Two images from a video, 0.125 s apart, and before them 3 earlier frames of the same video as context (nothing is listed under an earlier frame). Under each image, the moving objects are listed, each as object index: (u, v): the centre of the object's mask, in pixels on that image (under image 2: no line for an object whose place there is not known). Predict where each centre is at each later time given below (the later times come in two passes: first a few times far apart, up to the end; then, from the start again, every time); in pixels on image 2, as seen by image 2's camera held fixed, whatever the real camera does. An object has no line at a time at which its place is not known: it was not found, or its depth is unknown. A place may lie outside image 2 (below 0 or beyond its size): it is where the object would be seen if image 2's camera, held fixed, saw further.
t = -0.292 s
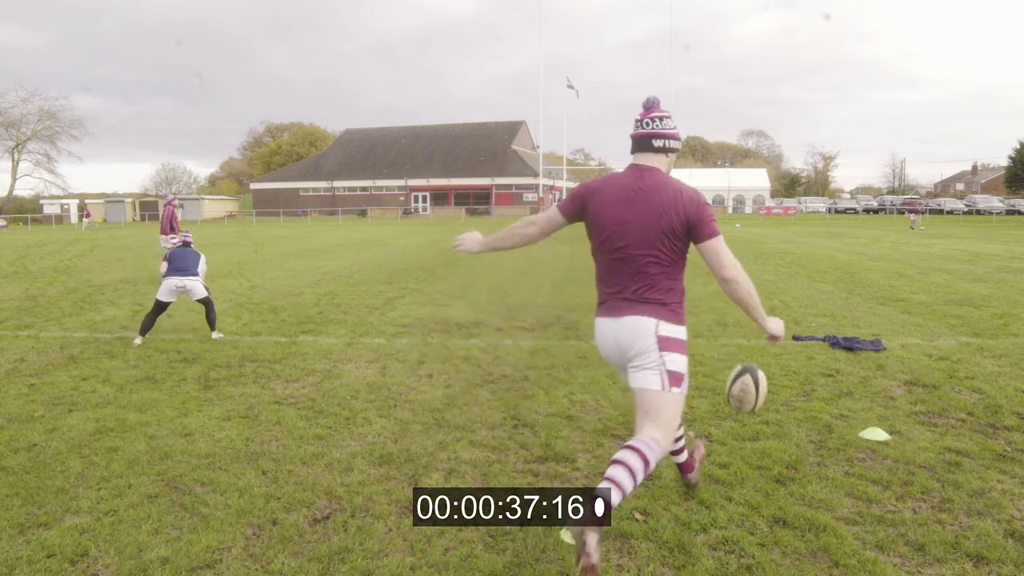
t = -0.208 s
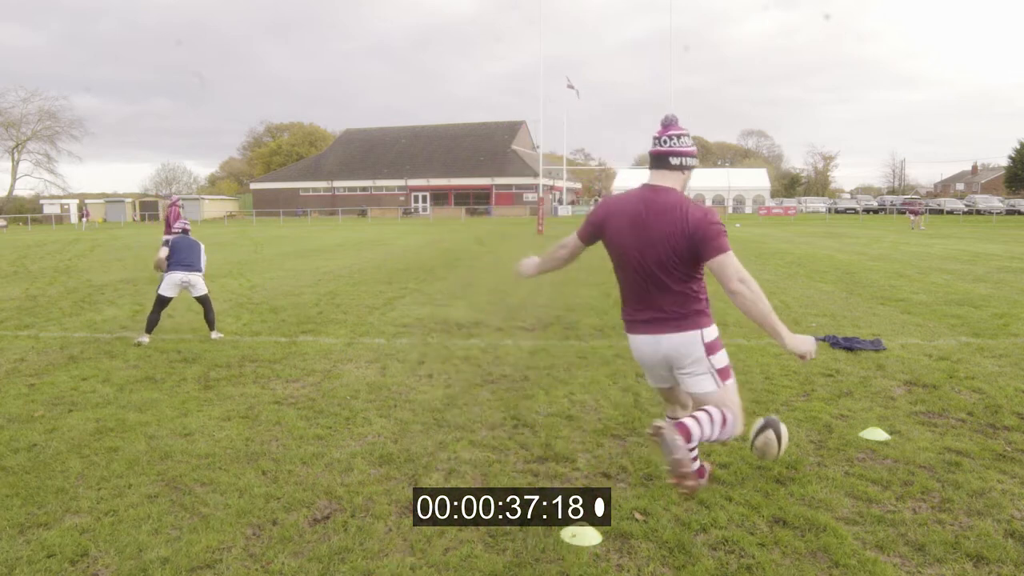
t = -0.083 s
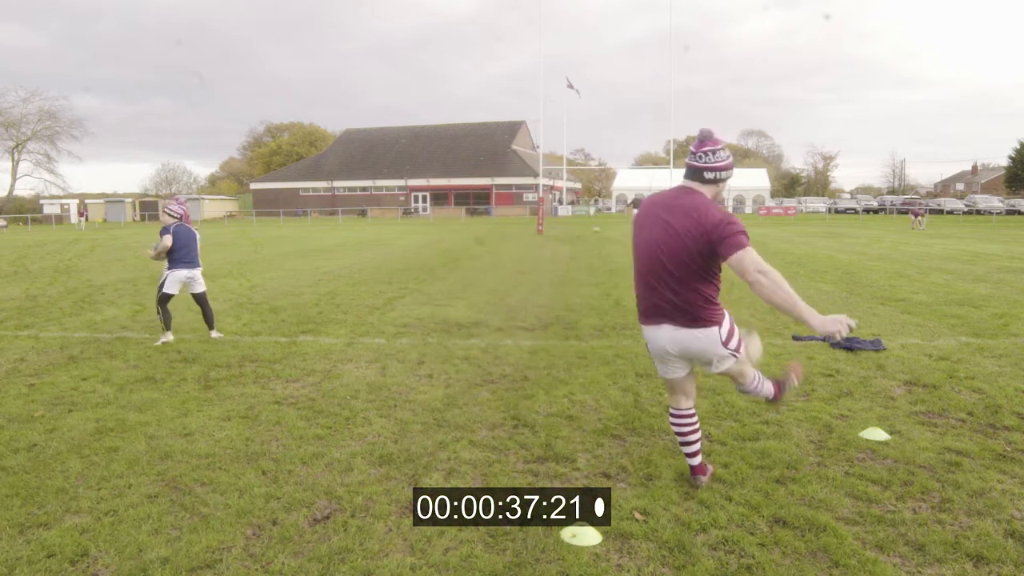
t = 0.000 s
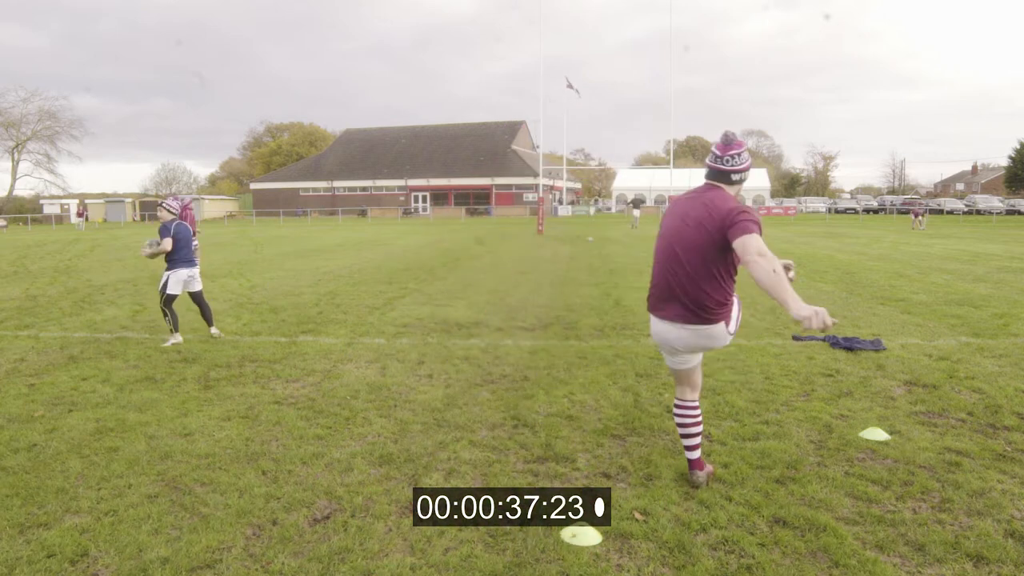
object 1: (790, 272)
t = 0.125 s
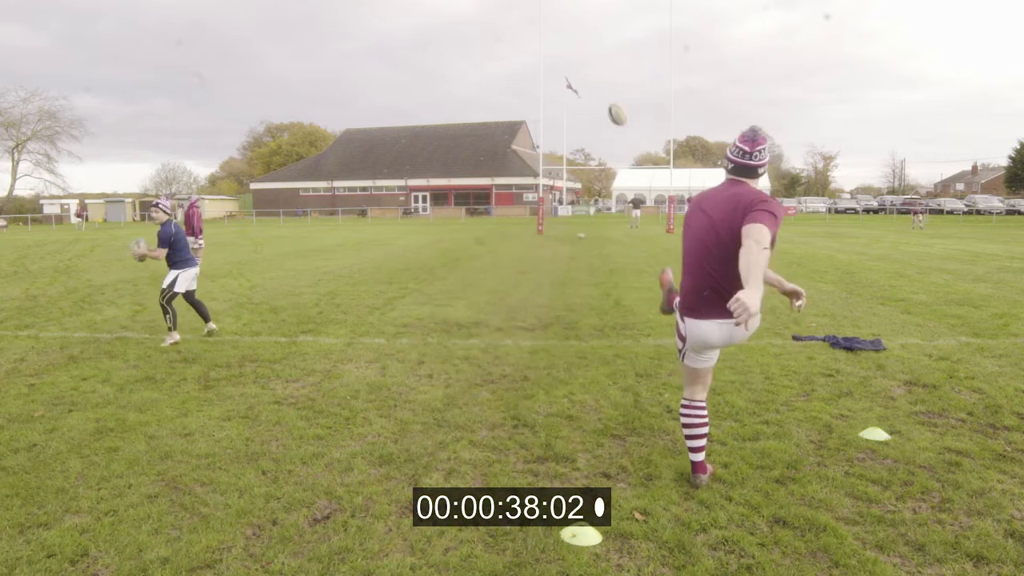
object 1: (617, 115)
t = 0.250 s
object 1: (575, 73)
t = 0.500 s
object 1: (520, 52)
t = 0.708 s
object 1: (485, 63)
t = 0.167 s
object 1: (600, 97)
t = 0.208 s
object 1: (589, 83)
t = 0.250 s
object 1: (575, 73)
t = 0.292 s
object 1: (564, 65)
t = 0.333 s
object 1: (555, 59)
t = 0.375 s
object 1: (544, 56)
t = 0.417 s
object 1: (536, 54)
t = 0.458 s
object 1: (528, 52)
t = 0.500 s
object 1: (520, 52)
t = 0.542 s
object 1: (512, 54)
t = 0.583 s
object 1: (505, 54)
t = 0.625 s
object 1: (498, 56)
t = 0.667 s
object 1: (491, 60)
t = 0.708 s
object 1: (485, 63)
